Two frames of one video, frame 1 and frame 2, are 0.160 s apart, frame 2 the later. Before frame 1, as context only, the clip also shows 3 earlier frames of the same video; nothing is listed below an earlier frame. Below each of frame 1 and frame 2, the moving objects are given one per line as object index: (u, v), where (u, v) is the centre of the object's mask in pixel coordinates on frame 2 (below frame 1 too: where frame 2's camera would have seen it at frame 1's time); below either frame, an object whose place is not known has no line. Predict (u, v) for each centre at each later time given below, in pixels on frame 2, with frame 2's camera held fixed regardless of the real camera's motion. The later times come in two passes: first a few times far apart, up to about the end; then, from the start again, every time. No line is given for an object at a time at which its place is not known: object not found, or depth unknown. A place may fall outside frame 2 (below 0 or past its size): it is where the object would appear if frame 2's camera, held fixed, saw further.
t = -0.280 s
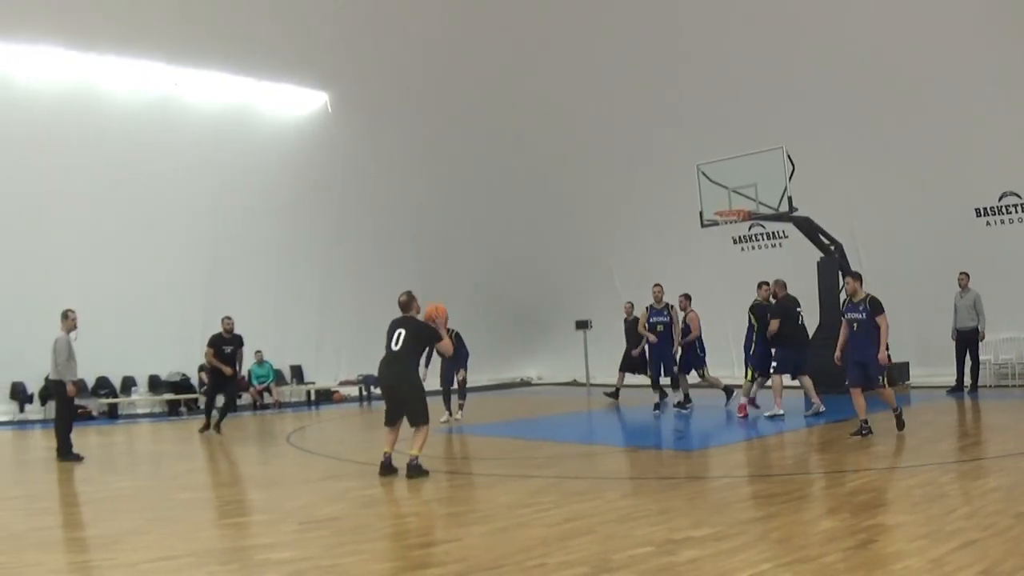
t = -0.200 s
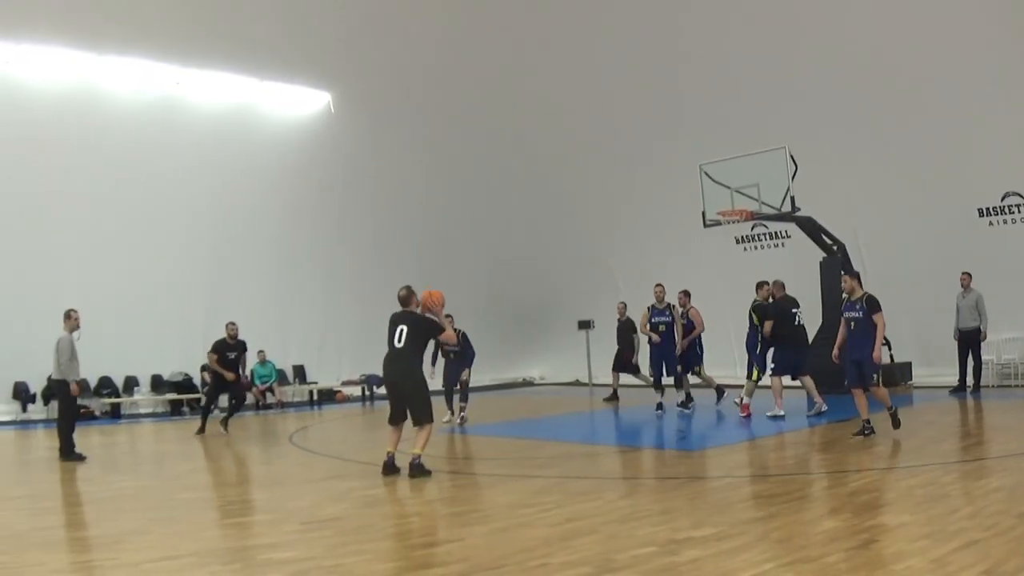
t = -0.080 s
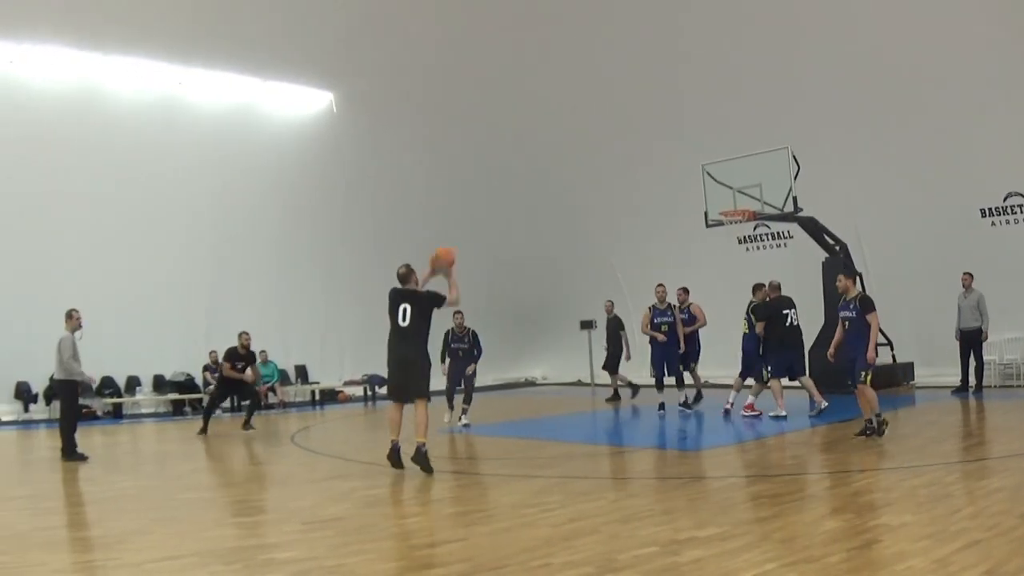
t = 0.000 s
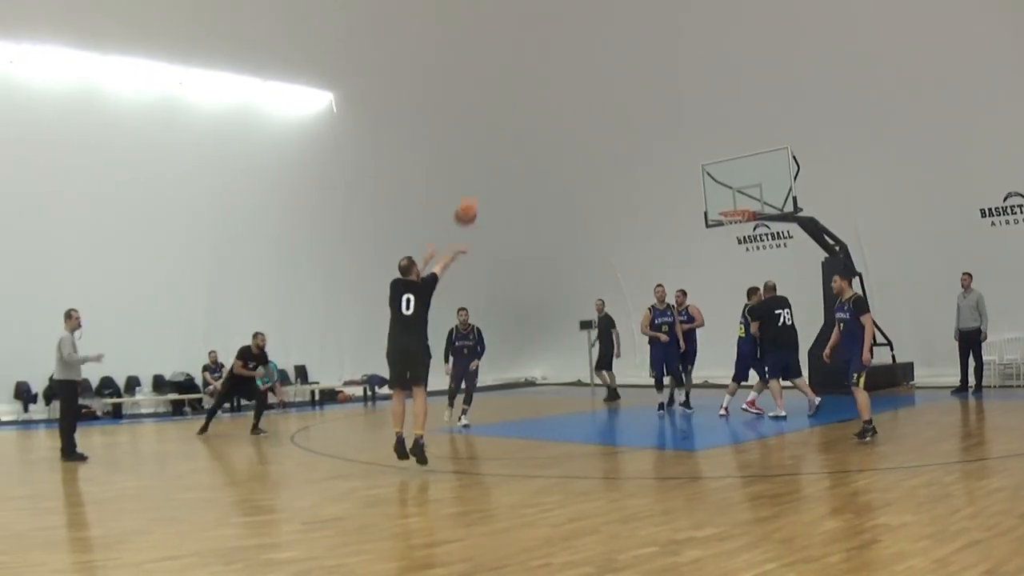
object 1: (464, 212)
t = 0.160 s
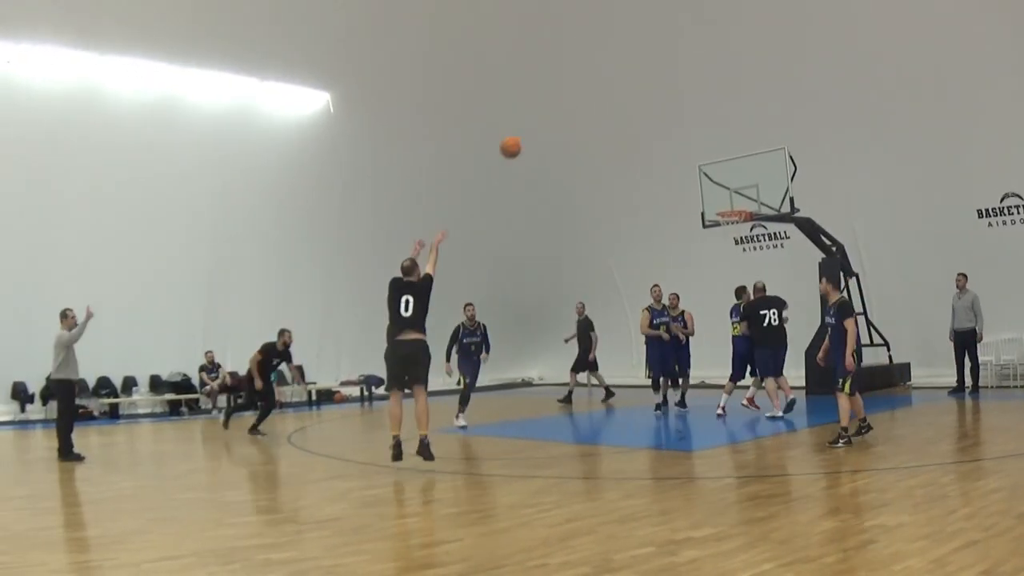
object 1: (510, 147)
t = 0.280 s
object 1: (543, 117)
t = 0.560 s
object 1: (608, 97)
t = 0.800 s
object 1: (658, 124)
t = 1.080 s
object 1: (709, 197)
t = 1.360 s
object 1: (697, 179)
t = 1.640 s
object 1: (682, 193)
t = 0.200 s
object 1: (521, 134)
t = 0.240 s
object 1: (532, 125)
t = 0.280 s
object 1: (543, 117)
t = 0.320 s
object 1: (553, 110)
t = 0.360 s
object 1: (562, 105)
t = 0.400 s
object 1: (572, 101)
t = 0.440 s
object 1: (581, 98)
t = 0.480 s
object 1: (591, 96)
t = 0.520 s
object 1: (600, 96)
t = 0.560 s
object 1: (608, 97)
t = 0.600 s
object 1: (617, 99)
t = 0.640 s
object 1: (626, 102)
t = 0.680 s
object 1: (634, 106)
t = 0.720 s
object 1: (642, 111)
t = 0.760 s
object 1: (650, 117)
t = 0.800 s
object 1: (658, 124)
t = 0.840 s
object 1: (665, 132)
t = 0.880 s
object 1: (673, 141)
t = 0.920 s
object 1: (680, 151)
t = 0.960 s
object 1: (687, 161)
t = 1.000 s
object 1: (694, 172)
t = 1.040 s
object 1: (702, 185)
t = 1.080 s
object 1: (709, 197)
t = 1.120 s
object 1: (713, 206)
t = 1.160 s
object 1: (710, 198)
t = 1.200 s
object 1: (707, 193)
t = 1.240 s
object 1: (705, 188)
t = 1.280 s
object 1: (702, 184)
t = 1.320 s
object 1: (699, 181)
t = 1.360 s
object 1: (697, 179)
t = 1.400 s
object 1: (695, 178)
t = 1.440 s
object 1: (692, 178)
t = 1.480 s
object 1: (690, 179)
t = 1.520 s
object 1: (688, 181)
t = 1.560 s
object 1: (686, 184)
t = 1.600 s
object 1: (684, 188)
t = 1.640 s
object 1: (682, 193)
